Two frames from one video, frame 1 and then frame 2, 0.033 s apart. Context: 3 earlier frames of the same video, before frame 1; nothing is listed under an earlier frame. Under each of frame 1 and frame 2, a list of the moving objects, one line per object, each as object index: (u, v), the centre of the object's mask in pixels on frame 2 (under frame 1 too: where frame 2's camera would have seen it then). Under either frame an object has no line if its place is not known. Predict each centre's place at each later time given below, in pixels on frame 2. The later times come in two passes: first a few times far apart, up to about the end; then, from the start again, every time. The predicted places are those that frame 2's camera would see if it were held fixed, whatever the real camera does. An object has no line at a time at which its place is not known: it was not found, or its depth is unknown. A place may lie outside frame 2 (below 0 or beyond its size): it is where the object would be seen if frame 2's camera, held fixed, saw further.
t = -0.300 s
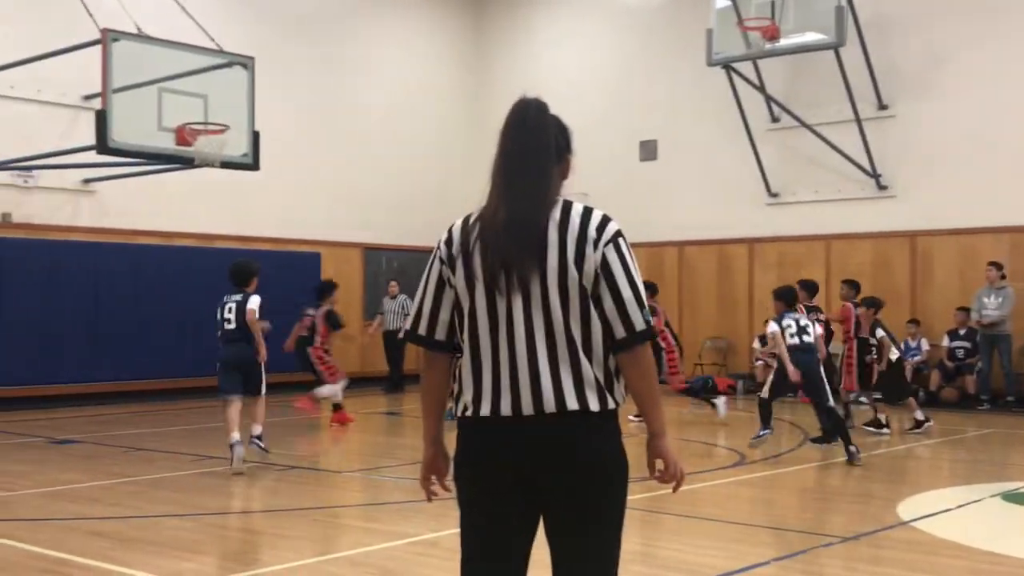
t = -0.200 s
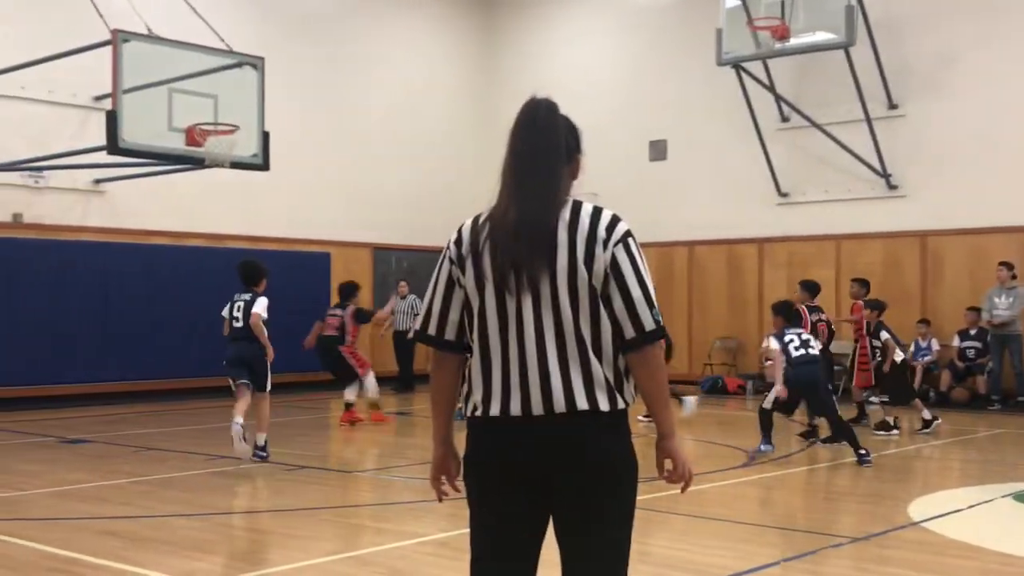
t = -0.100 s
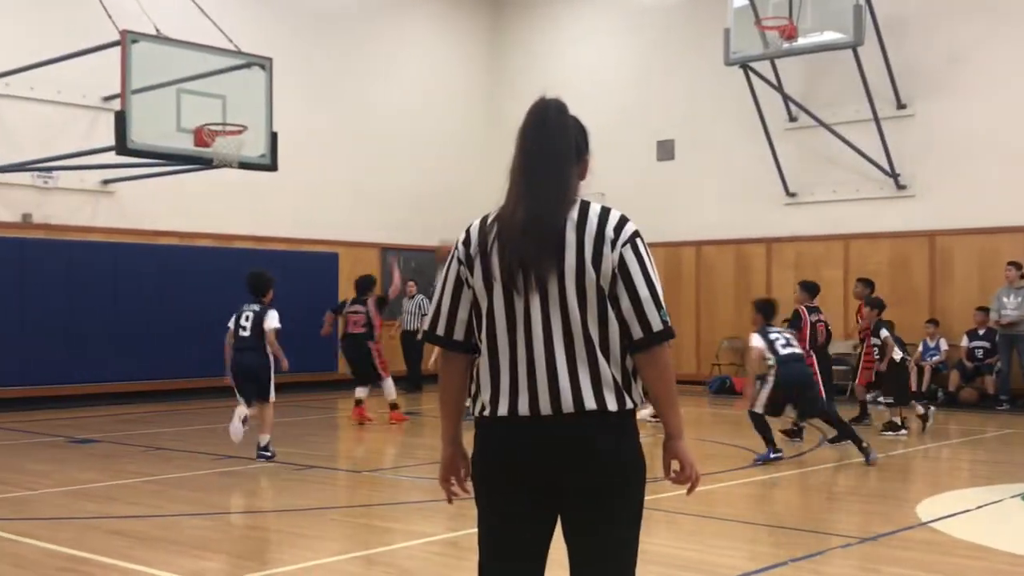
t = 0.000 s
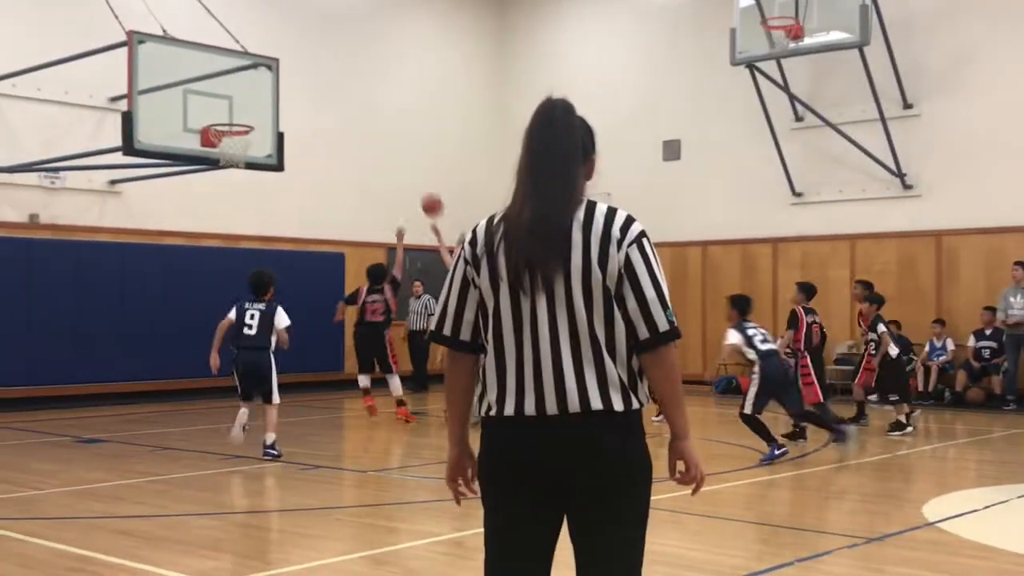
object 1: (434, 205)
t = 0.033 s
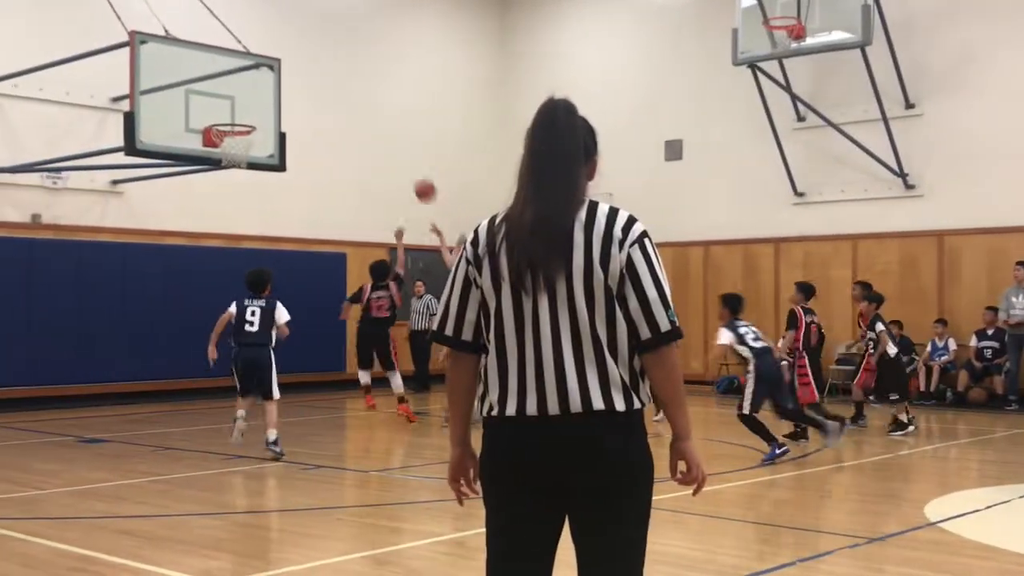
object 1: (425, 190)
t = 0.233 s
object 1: (372, 120)
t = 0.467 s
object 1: (312, 85)
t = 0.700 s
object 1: (251, 100)
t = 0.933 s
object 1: (234, 146)
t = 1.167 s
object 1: (247, 156)
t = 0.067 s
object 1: (416, 176)
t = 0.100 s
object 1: (407, 163)
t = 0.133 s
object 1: (399, 151)
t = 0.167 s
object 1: (390, 140)
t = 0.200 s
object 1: (381, 130)
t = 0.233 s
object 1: (372, 120)
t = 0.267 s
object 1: (364, 113)
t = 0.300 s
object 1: (355, 106)
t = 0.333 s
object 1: (347, 99)
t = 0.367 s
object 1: (338, 94)
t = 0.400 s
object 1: (329, 90)
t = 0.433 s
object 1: (321, 87)
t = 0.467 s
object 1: (312, 85)
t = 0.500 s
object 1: (303, 84)
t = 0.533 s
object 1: (295, 84)
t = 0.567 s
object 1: (287, 85)
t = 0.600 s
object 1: (278, 87)
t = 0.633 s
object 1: (268, 90)
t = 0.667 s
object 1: (260, 95)
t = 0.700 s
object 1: (251, 100)
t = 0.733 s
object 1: (242, 106)
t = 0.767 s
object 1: (233, 113)
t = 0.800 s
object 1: (225, 121)
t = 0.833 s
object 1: (224, 126)
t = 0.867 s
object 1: (228, 135)
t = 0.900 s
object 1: (233, 144)
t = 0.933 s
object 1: (234, 146)
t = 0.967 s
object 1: (239, 147)
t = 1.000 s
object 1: (241, 147)
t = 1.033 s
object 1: (243, 148)
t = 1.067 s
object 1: (244, 149)
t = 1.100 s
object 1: (246, 151)
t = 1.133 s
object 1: (246, 153)
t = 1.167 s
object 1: (247, 156)
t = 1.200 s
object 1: (247, 163)
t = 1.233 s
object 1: (248, 170)
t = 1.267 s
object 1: (248, 176)
